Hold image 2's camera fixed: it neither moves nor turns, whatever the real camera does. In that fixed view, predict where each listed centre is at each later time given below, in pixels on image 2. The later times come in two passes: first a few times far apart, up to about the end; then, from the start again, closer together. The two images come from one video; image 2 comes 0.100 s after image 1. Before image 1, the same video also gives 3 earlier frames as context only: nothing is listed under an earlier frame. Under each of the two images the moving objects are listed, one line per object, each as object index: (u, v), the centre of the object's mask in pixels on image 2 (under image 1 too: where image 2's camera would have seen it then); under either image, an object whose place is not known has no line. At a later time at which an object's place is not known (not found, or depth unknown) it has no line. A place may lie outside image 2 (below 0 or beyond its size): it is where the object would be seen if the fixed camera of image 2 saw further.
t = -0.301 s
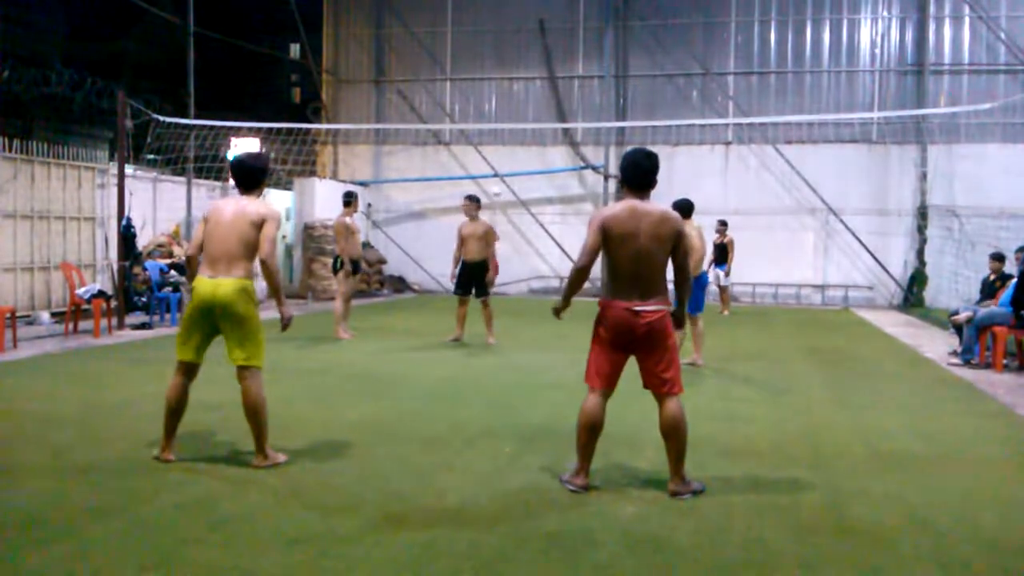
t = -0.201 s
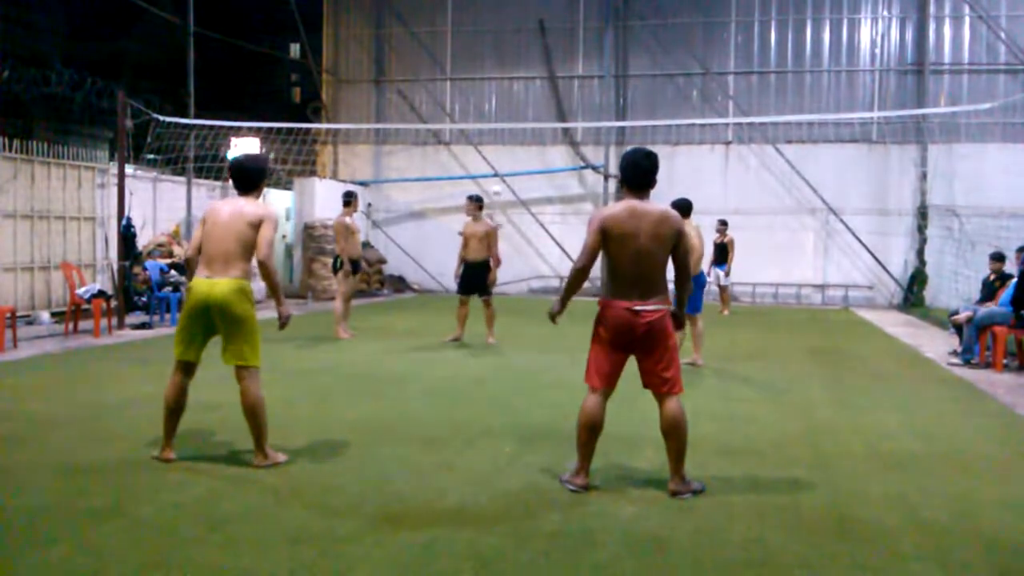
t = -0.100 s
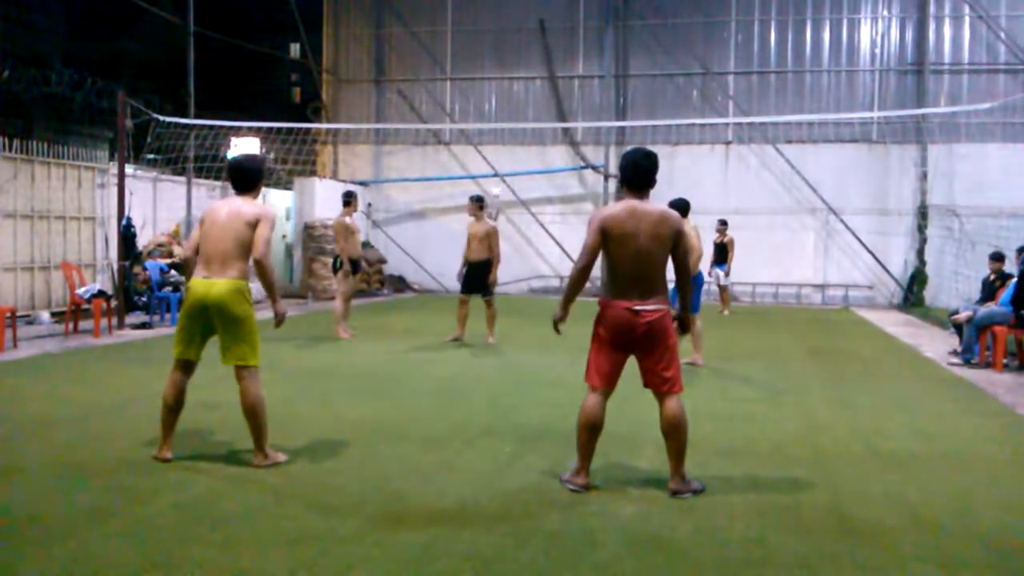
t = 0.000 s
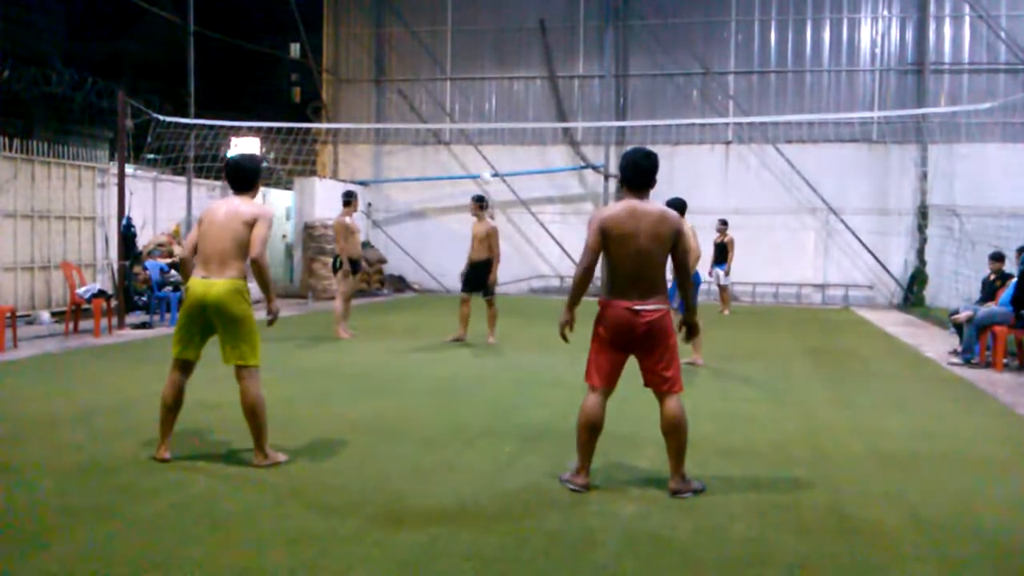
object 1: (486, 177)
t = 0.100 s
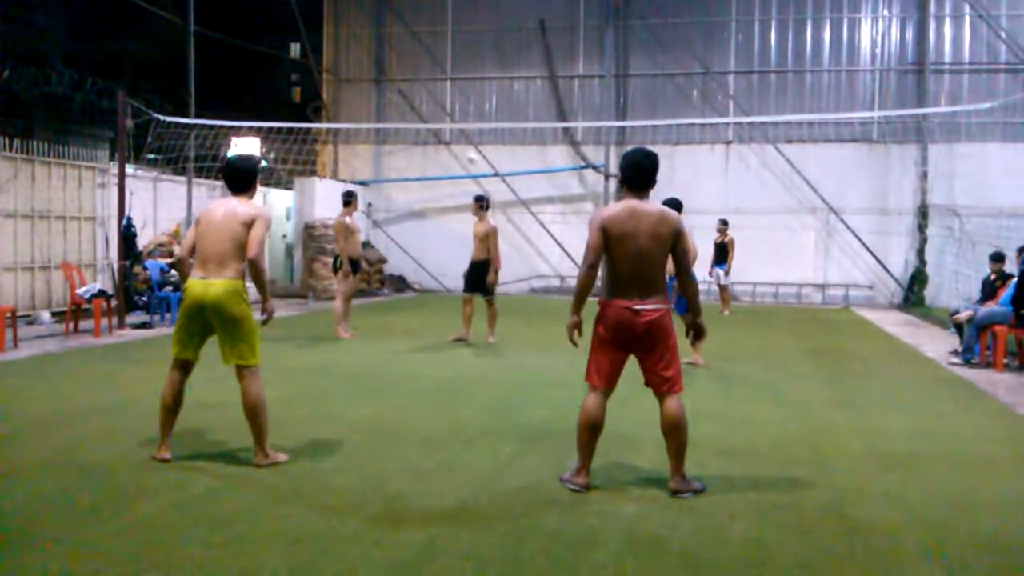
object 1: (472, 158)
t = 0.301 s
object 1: (437, 120)
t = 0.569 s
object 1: (377, 114)
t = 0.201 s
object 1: (456, 137)
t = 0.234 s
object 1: (451, 131)
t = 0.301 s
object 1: (437, 120)
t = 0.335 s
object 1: (431, 118)
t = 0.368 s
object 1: (425, 116)
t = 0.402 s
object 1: (418, 115)
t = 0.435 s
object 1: (409, 113)
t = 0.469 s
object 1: (401, 112)
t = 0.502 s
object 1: (394, 112)
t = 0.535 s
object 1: (386, 113)
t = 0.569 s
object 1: (377, 114)
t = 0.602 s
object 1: (367, 114)
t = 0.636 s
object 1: (358, 114)
